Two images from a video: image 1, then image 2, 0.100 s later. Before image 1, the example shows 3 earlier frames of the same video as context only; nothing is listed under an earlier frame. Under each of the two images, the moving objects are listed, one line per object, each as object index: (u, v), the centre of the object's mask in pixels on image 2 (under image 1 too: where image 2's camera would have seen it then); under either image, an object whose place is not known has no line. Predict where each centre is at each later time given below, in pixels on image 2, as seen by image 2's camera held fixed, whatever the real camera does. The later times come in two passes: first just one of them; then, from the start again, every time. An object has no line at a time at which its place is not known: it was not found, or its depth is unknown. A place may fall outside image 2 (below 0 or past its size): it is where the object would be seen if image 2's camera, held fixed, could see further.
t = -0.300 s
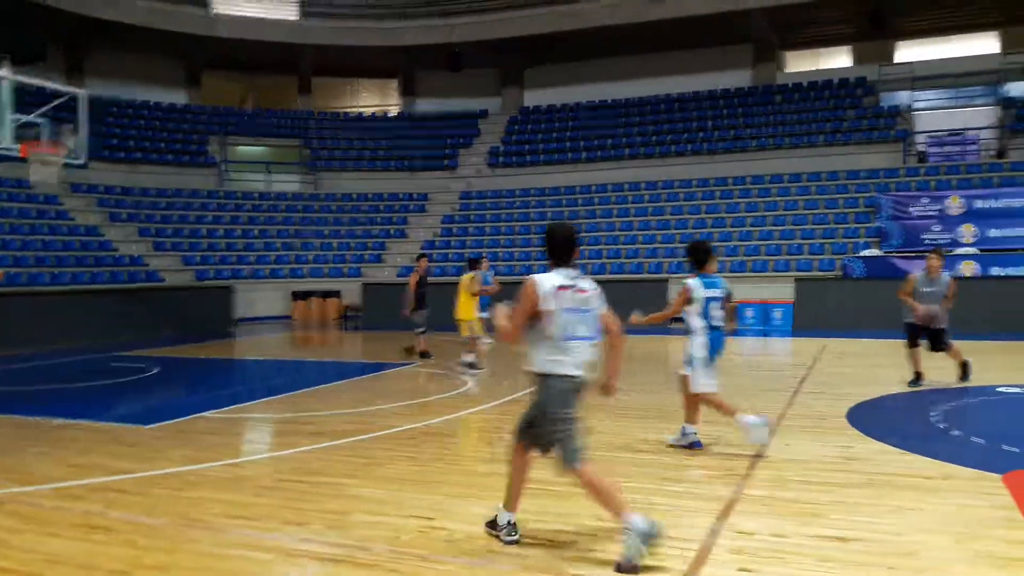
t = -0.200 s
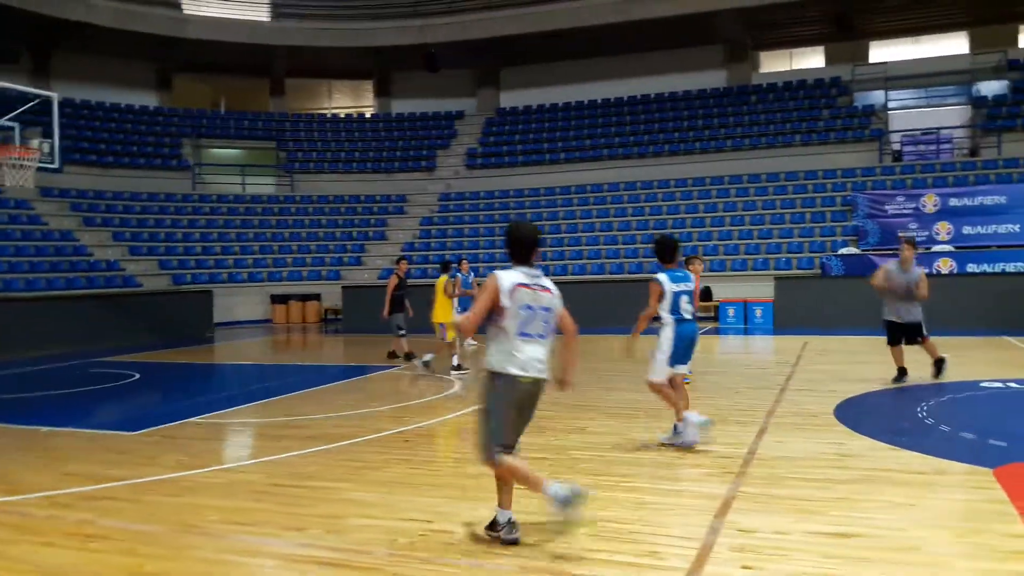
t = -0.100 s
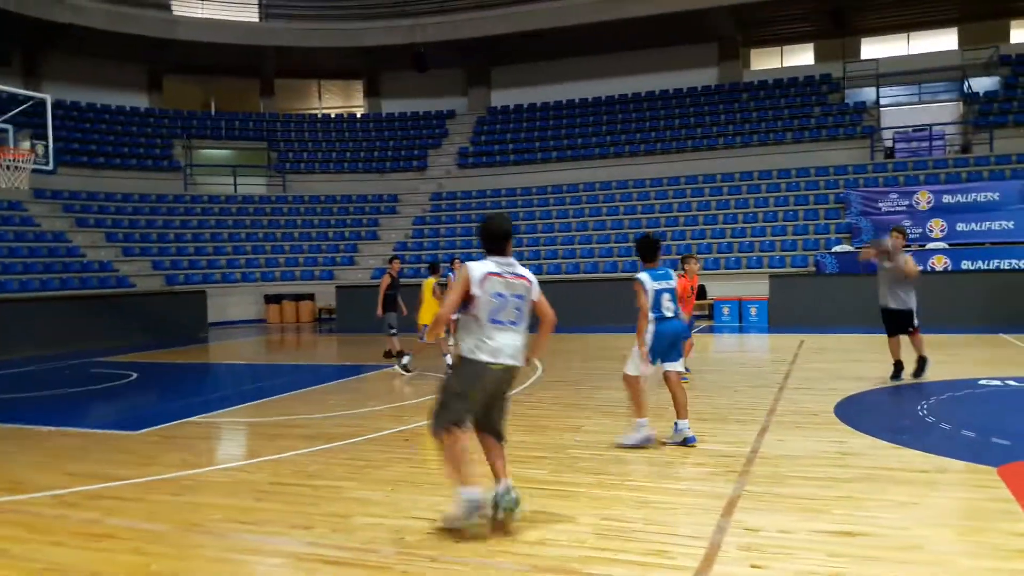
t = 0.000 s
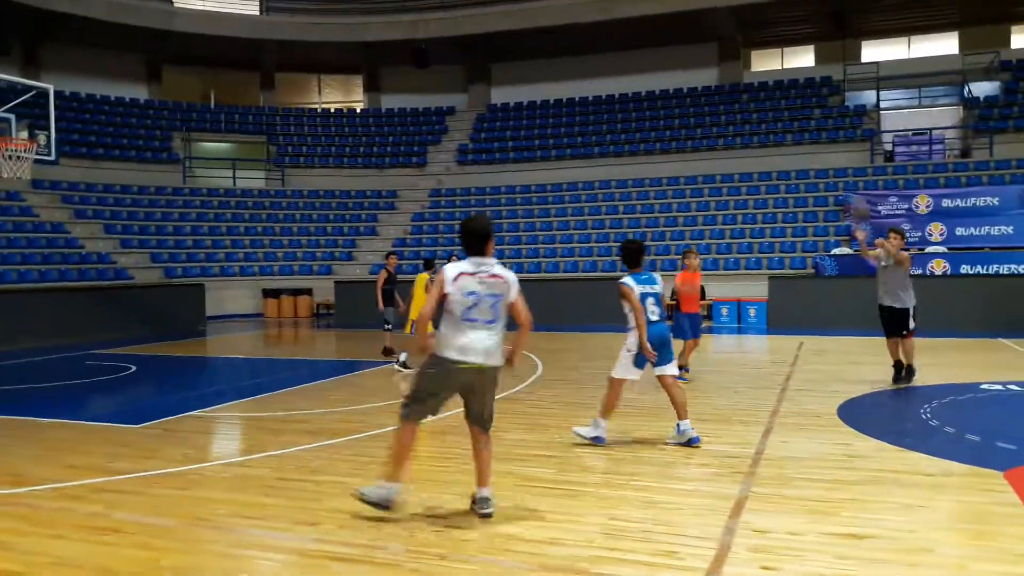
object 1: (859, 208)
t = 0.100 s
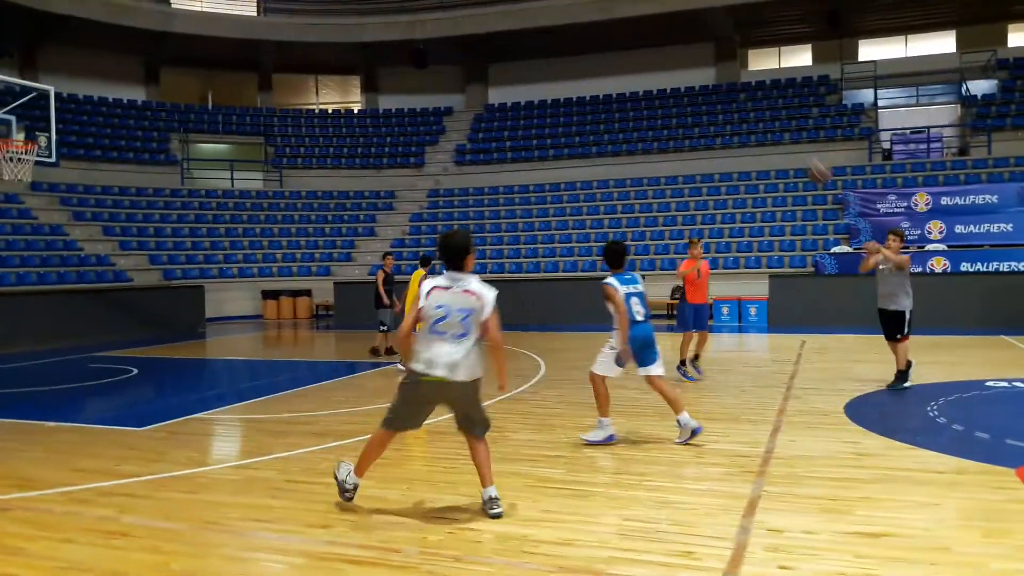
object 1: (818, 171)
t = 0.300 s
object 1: (736, 120)
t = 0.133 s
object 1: (805, 159)
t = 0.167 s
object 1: (793, 152)
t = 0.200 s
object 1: (781, 141)
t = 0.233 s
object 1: (764, 132)
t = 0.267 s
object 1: (750, 124)
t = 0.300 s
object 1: (736, 120)
